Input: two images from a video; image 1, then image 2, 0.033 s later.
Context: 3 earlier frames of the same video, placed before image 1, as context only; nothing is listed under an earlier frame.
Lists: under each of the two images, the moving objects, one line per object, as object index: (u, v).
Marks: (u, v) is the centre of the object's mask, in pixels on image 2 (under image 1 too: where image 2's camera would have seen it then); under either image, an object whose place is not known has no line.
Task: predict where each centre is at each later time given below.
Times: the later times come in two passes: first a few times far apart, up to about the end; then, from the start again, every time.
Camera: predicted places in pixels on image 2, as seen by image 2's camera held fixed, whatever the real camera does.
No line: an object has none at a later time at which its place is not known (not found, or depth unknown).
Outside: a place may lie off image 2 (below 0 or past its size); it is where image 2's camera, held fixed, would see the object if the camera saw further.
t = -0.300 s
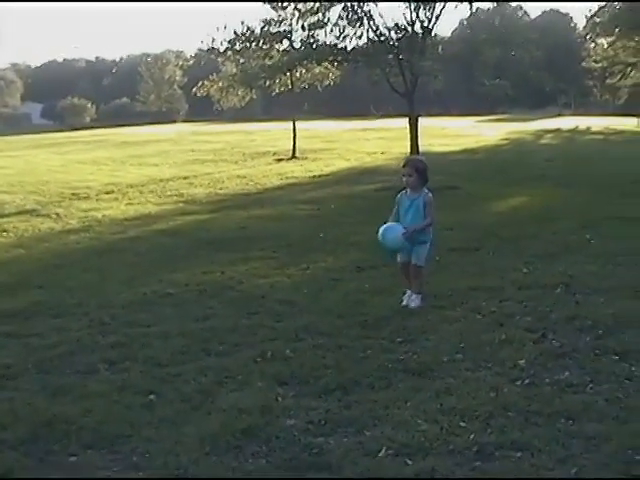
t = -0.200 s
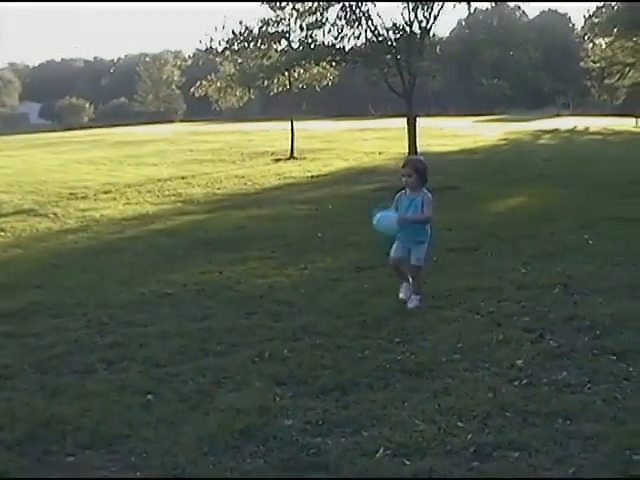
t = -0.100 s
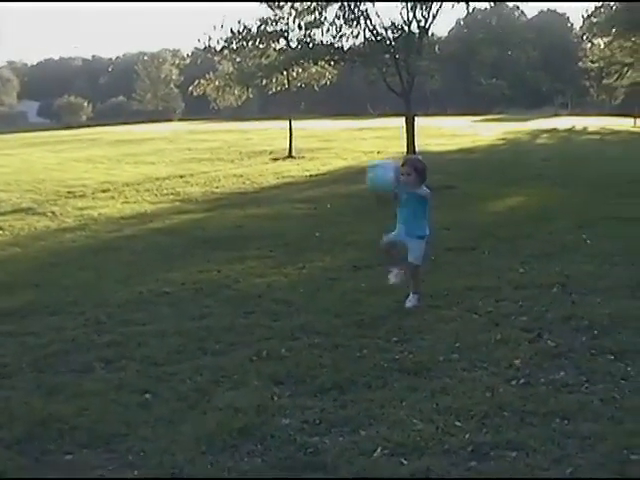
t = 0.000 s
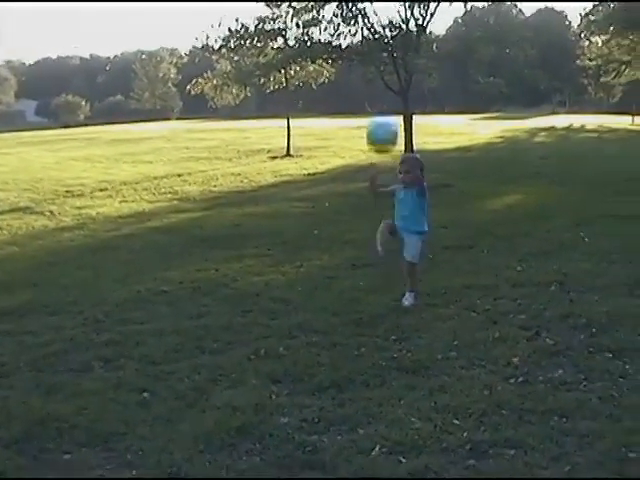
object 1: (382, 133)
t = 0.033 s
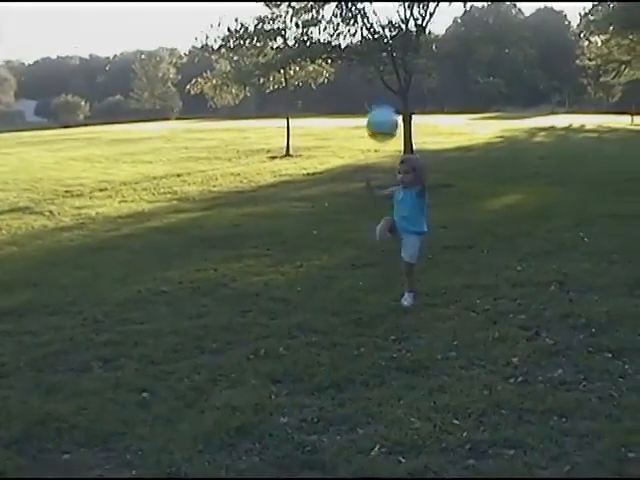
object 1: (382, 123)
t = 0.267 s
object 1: (387, 95)
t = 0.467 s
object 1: (394, 127)
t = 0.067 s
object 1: (382, 114)
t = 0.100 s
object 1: (383, 105)
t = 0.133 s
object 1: (384, 100)
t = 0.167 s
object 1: (385, 97)
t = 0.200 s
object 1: (385, 96)
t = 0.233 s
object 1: (386, 95)
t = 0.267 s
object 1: (387, 95)
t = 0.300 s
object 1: (388, 96)
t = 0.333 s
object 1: (389, 98)
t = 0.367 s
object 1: (390, 102)
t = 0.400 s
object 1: (392, 108)
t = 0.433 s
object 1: (392, 116)
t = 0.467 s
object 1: (394, 127)
